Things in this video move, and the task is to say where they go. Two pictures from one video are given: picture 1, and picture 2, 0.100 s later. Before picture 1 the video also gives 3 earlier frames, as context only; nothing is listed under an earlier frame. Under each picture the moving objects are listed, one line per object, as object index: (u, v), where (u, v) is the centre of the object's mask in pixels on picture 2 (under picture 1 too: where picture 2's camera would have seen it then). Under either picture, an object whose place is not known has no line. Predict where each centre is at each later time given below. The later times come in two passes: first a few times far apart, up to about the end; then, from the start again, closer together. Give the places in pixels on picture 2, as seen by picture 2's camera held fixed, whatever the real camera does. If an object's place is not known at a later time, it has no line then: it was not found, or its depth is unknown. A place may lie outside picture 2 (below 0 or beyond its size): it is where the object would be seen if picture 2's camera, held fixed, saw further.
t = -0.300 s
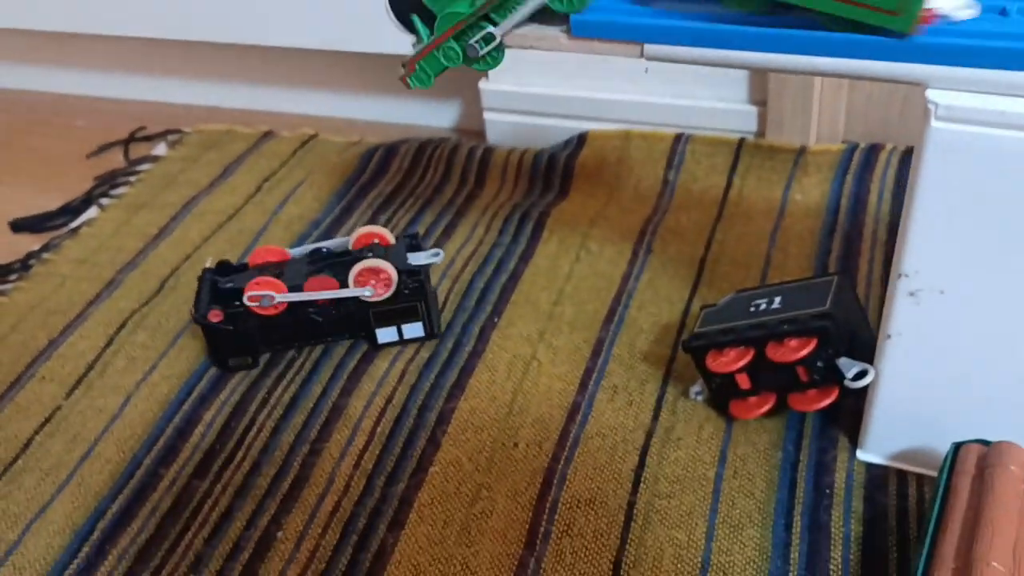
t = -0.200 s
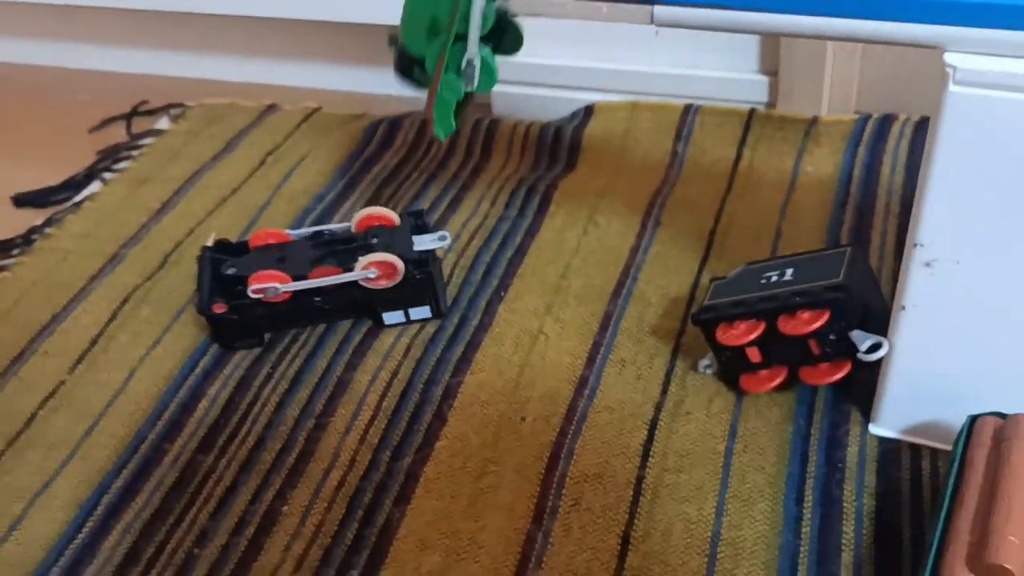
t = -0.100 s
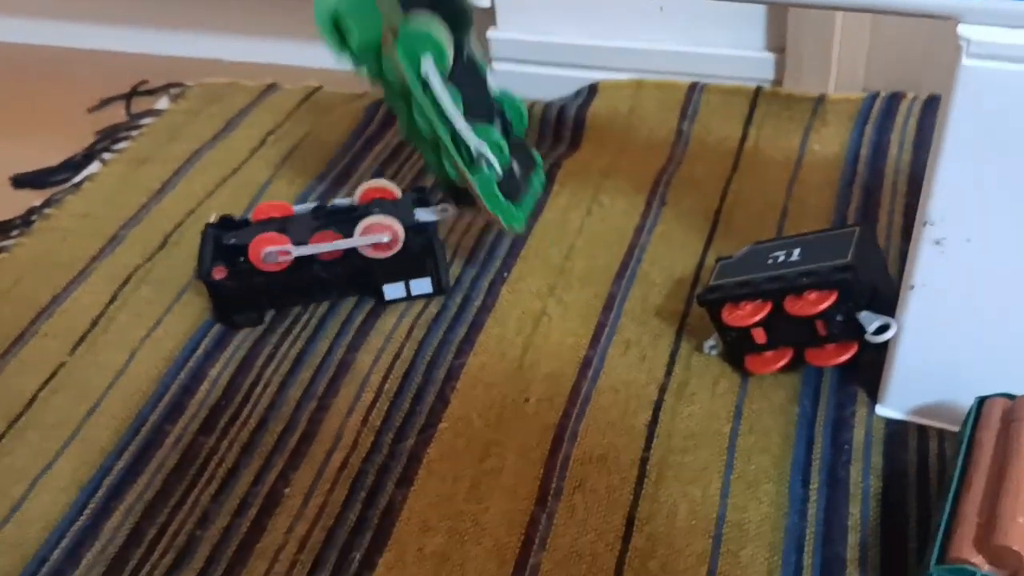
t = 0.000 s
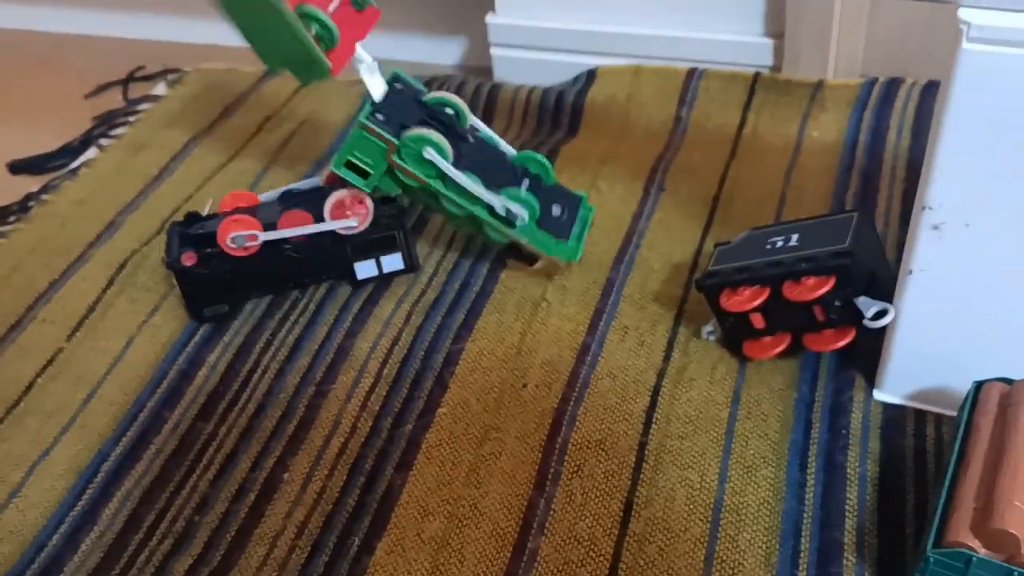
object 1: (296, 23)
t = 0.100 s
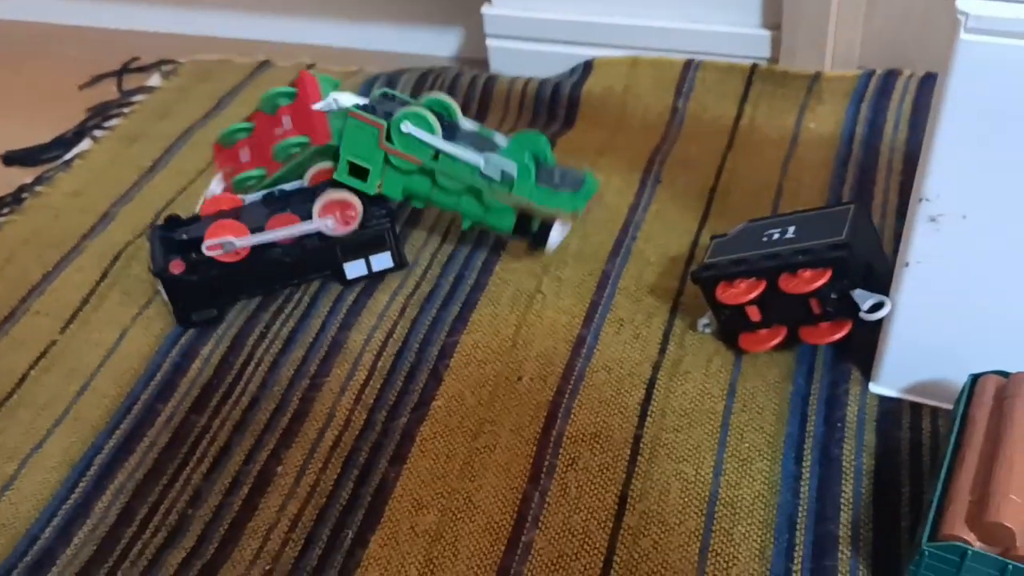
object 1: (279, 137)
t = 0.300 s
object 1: (371, 118)
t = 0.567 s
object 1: (380, 115)
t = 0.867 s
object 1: (379, 116)
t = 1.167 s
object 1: (378, 116)
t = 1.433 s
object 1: (378, 116)
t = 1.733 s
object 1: (379, 116)
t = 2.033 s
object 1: (379, 116)
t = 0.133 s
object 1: (306, 122)
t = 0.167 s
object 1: (331, 118)
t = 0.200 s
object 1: (348, 119)
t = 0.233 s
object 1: (369, 120)
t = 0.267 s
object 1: (373, 113)
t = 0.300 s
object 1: (371, 118)
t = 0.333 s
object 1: (374, 118)
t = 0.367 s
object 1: (377, 118)
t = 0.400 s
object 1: (378, 117)
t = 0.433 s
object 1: (379, 116)
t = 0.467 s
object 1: (380, 113)
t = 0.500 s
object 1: (380, 113)
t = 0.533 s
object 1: (380, 114)
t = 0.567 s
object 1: (380, 115)
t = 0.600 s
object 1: (379, 116)
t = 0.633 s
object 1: (379, 116)
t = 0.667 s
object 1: (379, 116)
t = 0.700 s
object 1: (379, 116)
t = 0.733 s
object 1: (379, 116)
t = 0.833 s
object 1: (379, 116)
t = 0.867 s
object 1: (379, 116)
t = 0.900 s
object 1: (379, 116)
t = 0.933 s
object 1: (379, 116)
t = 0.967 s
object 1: (379, 116)
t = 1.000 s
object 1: (379, 116)
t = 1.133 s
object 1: (379, 116)
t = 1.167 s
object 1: (378, 116)
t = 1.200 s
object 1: (378, 115)
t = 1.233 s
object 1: (379, 115)
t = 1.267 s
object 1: (378, 116)
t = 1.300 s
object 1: (379, 116)
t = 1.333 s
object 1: (379, 116)
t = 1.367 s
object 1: (378, 116)
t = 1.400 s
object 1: (378, 116)
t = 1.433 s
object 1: (378, 116)
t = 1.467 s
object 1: (378, 116)
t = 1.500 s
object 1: (378, 116)
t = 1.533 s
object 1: (378, 116)
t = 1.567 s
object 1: (379, 116)
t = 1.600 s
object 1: (379, 116)
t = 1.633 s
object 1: (379, 116)
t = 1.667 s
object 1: (379, 116)
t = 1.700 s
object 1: (379, 116)
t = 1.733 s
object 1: (379, 116)
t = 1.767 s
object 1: (378, 116)
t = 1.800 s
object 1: (378, 116)
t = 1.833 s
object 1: (378, 116)
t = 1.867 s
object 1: (378, 116)
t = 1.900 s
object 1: (378, 116)
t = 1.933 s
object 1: (378, 116)
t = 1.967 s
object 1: (378, 116)
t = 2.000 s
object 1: (379, 116)
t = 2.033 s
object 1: (379, 116)
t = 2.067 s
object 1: (378, 116)
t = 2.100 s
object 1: (378, 116)
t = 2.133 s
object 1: (378, 116)
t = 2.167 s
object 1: (378, 116)
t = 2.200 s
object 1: (378, 116)
